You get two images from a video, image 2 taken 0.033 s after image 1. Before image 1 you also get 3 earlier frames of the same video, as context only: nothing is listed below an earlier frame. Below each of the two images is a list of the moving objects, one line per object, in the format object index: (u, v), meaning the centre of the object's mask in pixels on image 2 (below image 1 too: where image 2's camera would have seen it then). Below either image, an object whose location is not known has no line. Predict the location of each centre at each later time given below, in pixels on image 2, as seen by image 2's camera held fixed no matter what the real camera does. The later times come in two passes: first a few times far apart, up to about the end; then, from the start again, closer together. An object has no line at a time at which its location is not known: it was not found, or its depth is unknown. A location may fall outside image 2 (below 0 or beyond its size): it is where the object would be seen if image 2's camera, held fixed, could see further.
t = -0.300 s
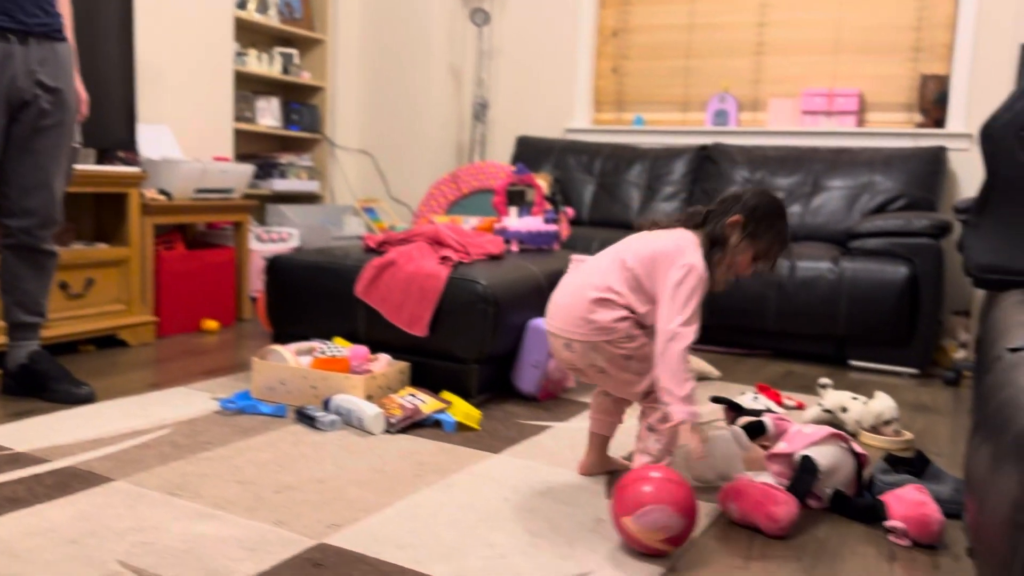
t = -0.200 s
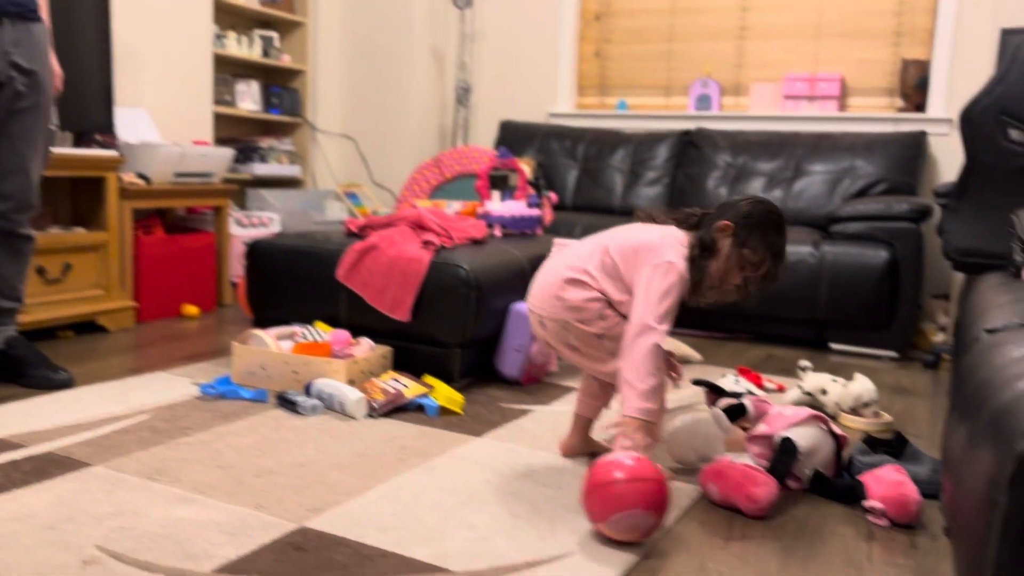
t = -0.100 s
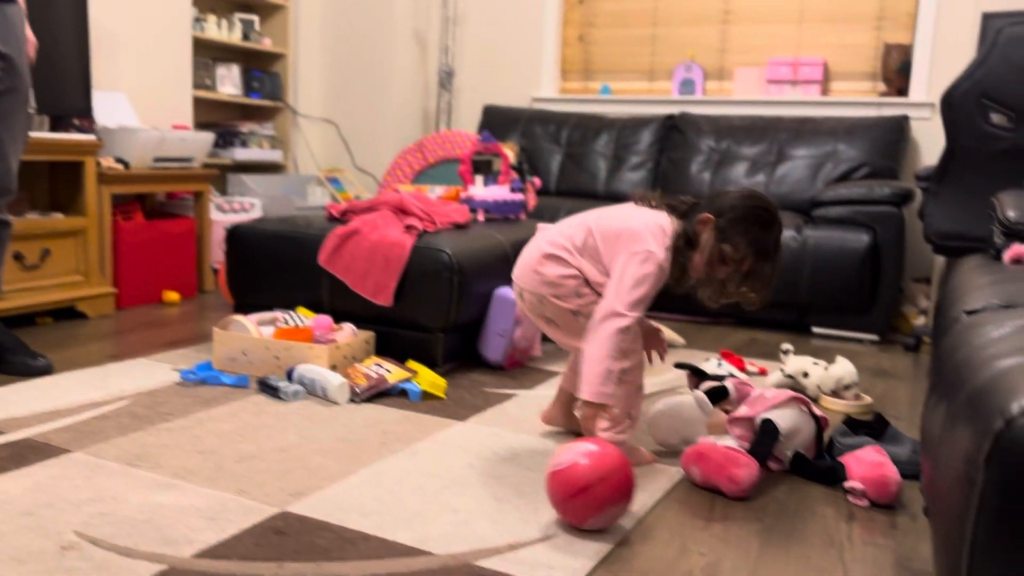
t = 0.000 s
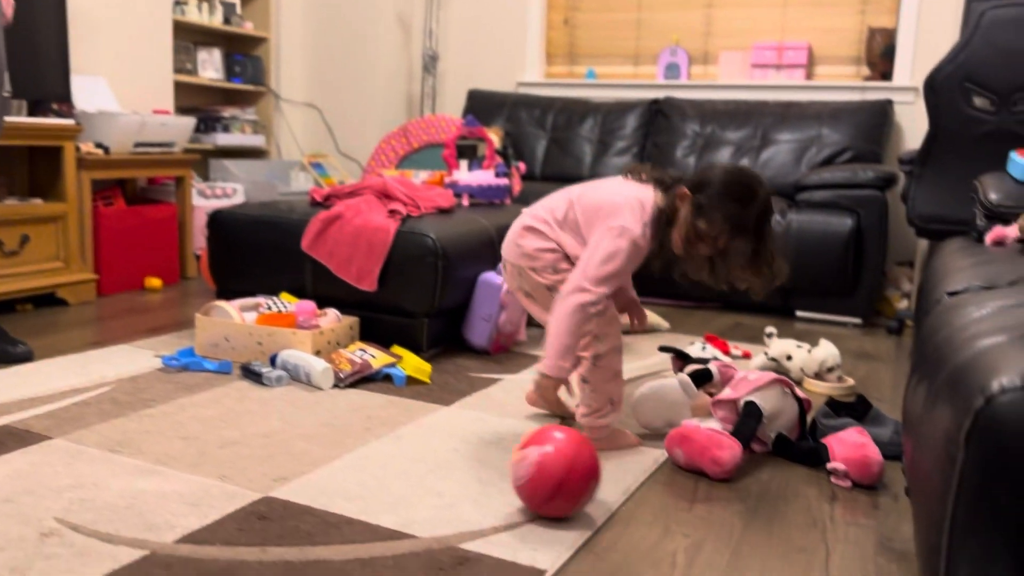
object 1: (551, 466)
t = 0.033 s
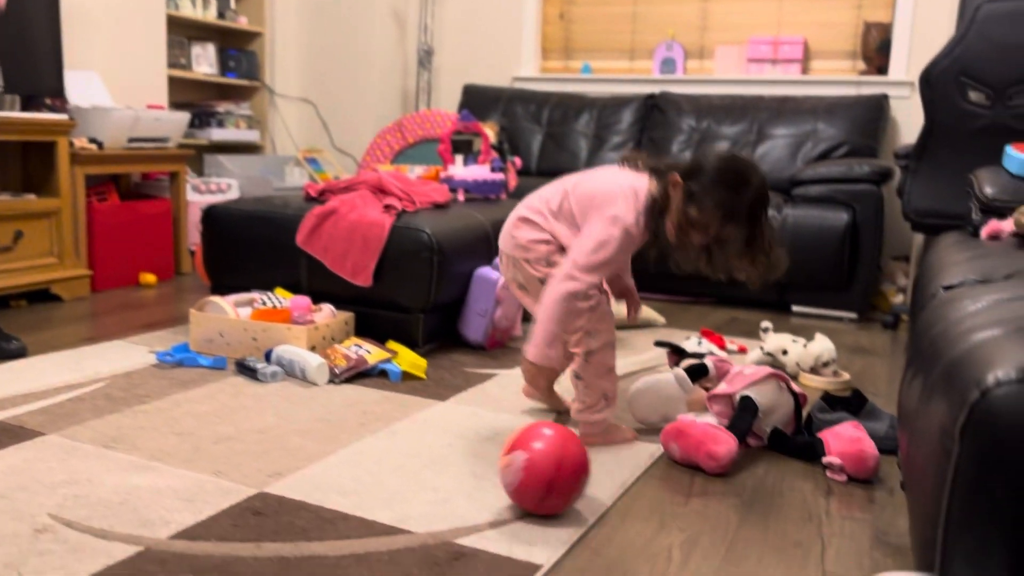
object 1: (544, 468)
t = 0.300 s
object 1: (484, 480)
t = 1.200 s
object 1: (326, 495)
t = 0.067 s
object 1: (538, 471)
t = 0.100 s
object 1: (530, 473)
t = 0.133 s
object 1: (522, 474)
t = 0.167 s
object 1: (514, 476)
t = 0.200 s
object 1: (507, 477)
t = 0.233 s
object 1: (499, 478)
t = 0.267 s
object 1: (491, 479)
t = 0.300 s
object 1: (484, 480)
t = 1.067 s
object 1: (344, 492)
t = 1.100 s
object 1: (339, 493)
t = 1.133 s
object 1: (335, 494)
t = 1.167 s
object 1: (330, 494)
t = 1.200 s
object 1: (326, 495)
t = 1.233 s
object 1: (321, 495)
